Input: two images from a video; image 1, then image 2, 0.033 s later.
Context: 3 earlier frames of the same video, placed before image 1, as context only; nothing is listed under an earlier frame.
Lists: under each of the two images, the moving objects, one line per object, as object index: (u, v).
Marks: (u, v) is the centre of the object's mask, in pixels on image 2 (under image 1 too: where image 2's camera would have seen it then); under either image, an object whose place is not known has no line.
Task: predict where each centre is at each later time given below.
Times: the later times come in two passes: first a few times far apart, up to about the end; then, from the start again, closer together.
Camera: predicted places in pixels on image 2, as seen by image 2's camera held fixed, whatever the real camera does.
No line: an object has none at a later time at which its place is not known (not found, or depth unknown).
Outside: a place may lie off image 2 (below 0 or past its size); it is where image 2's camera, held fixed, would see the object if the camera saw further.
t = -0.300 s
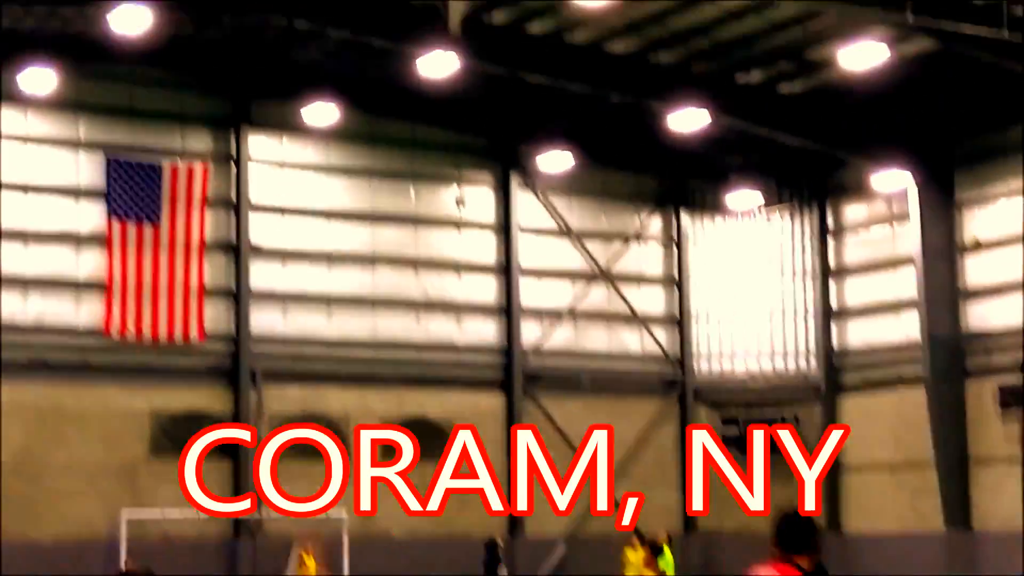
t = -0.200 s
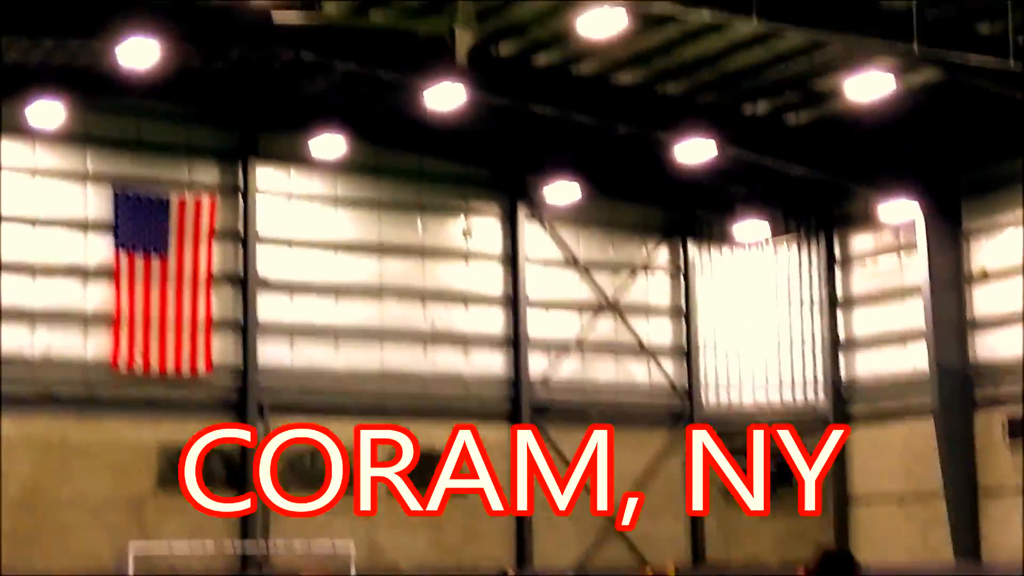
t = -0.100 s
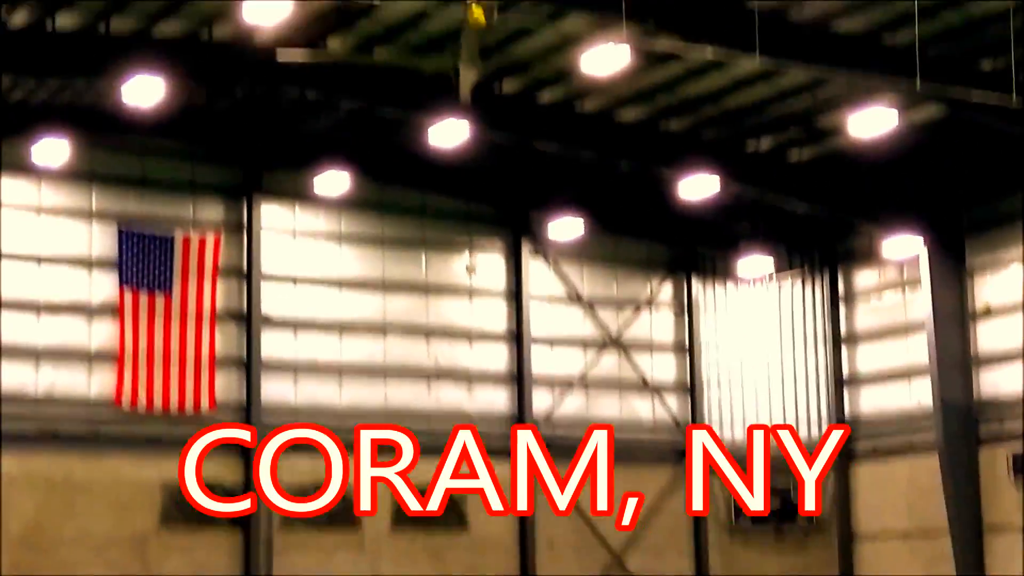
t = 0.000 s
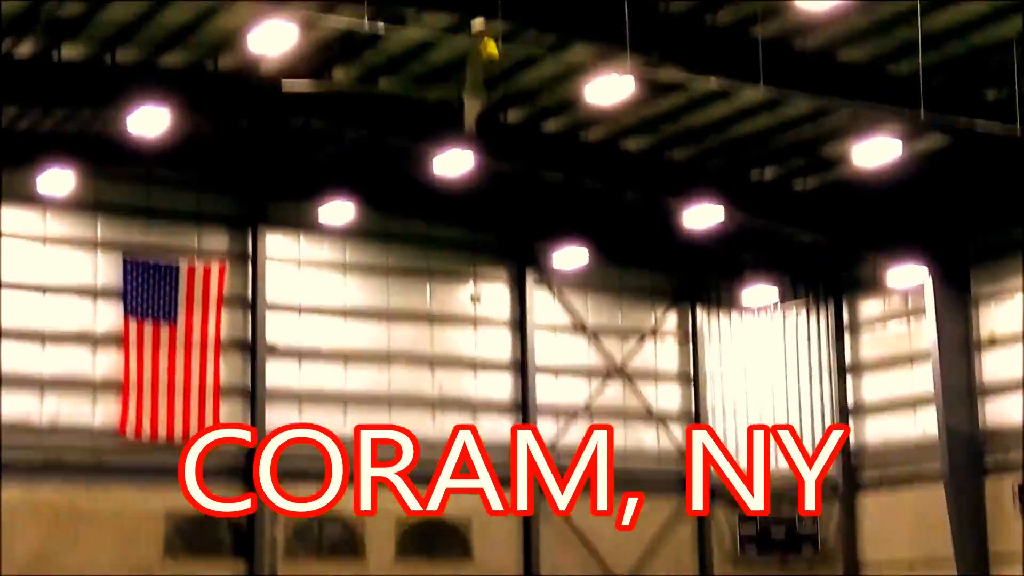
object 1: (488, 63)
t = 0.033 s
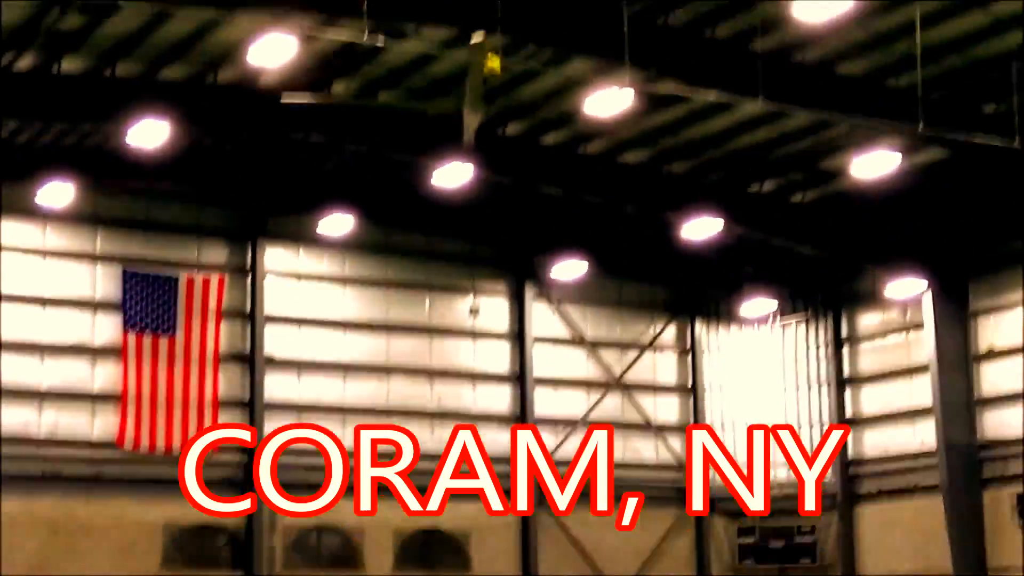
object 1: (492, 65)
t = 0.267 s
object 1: (514, 112)
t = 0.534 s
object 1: (542, 221)
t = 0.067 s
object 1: (495, 70)
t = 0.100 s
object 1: (497, 72)
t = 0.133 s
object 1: (500, 78)
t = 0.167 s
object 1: (504, 87)
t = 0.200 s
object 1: (507, 93)
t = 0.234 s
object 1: (510, 101)
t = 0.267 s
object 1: (514, 112)
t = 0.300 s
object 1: (518, 123)
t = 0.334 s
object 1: (521, 133)
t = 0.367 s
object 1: (525, 145)
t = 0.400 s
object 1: (528, 159)
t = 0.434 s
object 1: (532, 173)
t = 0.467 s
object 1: (536, 188)
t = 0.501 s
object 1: (540, 204)
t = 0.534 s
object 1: (542, 221)
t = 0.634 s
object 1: (554, 284)
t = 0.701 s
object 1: (565, 328)
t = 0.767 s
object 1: (576, 383)
